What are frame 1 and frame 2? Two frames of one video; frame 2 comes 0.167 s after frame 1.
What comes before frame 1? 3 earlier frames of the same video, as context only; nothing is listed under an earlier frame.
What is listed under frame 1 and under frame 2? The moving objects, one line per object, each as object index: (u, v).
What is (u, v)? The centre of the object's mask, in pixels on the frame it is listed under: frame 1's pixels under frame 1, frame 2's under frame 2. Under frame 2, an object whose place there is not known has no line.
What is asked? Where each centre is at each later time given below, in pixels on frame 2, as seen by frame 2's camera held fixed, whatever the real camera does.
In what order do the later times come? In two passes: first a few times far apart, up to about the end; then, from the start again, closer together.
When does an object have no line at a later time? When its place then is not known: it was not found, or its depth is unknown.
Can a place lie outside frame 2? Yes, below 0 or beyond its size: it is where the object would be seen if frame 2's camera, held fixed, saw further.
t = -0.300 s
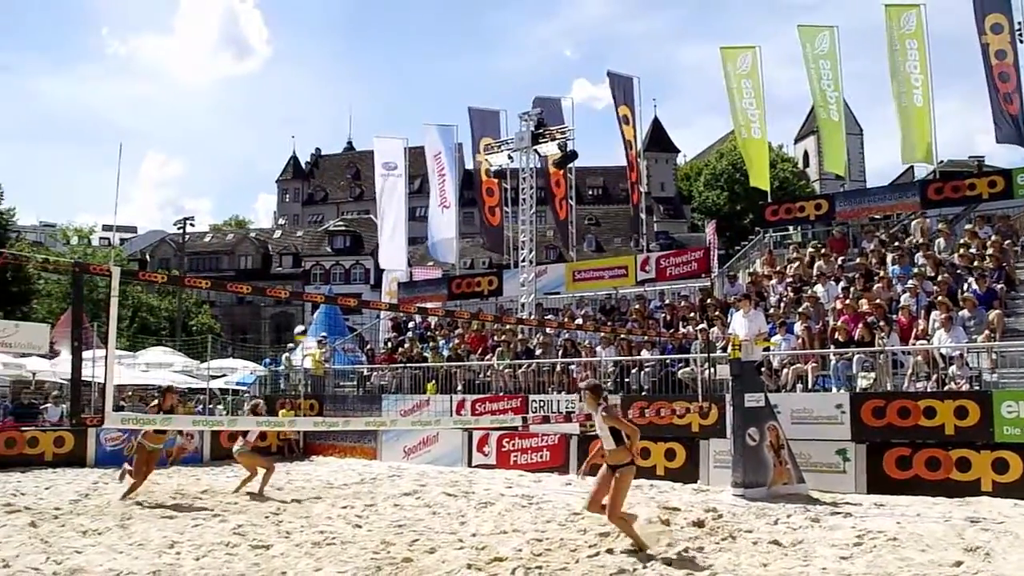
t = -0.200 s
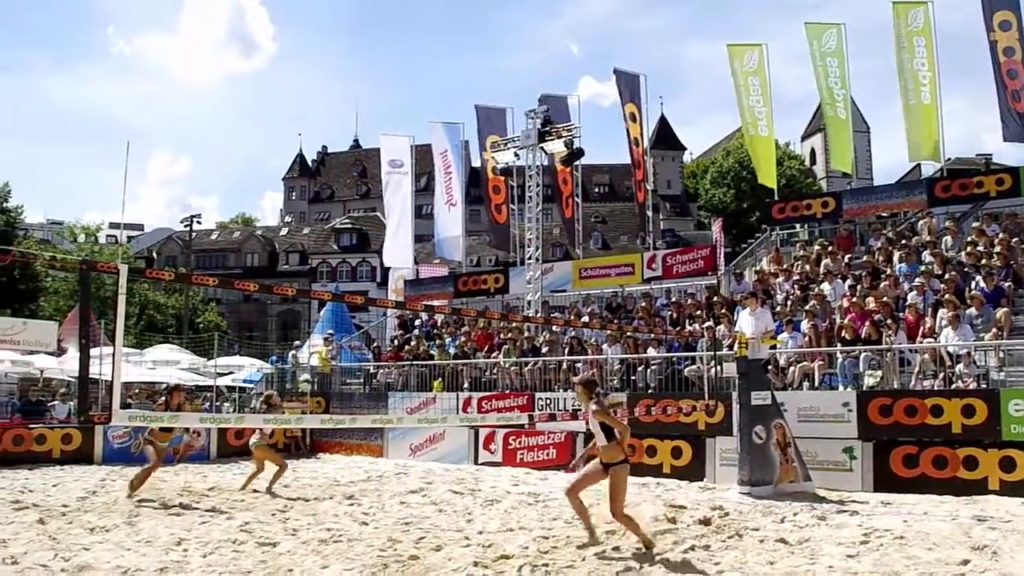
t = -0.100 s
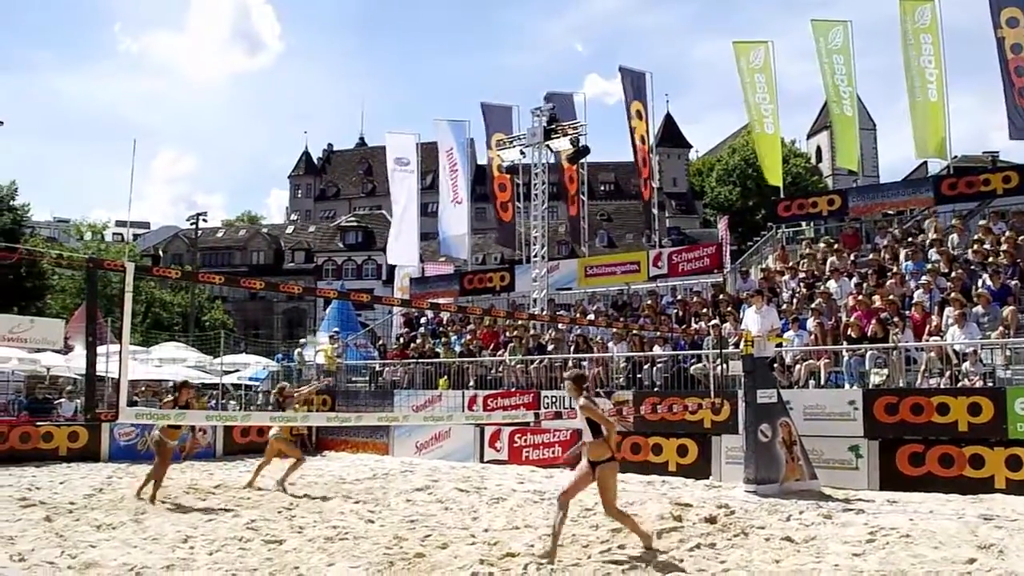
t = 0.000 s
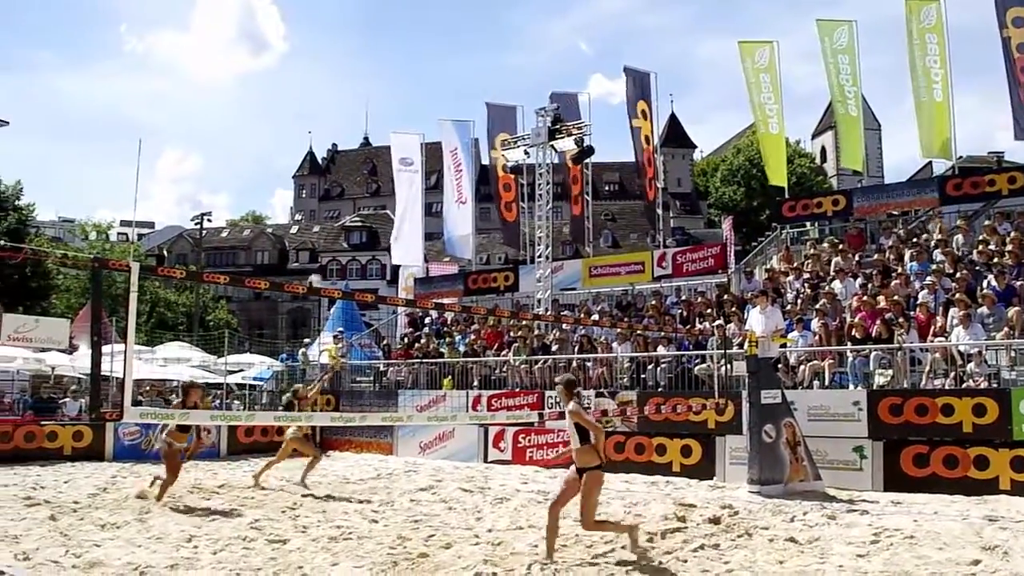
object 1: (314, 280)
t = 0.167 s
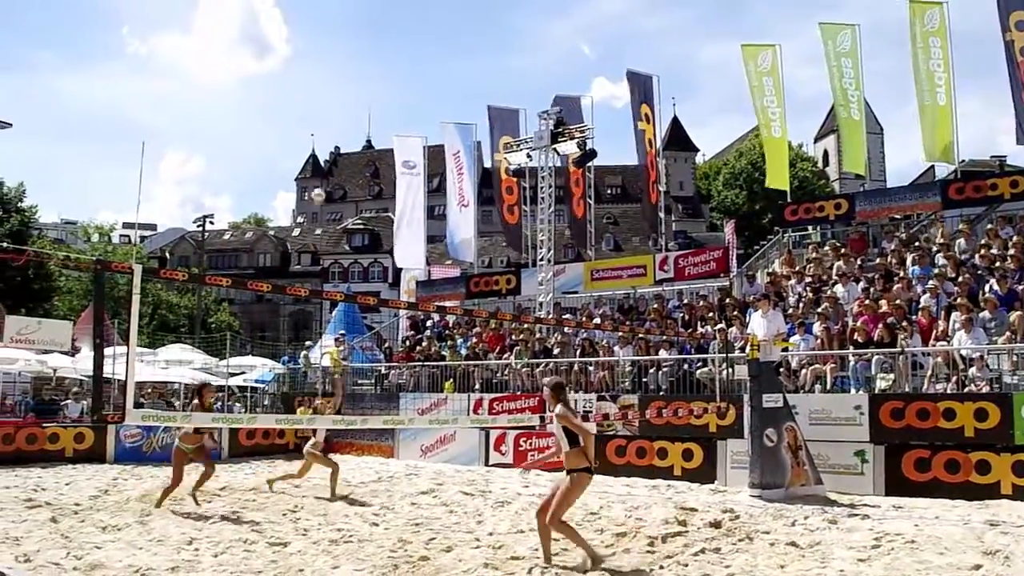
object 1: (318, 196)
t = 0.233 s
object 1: (318, 166)
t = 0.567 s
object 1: (317, 54)
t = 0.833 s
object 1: (311, 17)
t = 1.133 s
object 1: (298, 38)
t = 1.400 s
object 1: (280, 131)
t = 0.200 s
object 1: (318, 181)
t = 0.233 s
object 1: (318, 166)
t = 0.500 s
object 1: (317, 71)
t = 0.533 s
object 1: (317, 63)
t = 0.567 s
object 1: (317, 54)
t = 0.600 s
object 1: (316, 47)
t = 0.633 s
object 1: (315, 40)
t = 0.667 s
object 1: (315, 35)
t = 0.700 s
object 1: (314, 29)
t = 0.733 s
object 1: (313, 25)
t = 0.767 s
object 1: (312, 22)
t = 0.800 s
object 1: (312, 19)
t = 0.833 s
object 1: (311, 17)
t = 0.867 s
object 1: (310, 16)
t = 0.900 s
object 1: (308, 16)
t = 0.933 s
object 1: (307, 17)
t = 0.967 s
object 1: (306, 17)
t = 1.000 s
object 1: (304, 19)
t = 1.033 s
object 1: (303, 21)
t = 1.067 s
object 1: (302, 26)
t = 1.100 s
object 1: (299, 31)
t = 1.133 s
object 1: (298, 38)
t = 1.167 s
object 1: (296, 46)
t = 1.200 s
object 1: (294, 54)
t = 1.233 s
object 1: (291, 64)
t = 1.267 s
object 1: (289, 75)
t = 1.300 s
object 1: (287, 87)
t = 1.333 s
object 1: (285, 100)
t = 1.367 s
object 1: (282, 115)
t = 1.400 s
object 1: (280, 131)
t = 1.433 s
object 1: (277, 150)
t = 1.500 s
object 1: (271, 190)
